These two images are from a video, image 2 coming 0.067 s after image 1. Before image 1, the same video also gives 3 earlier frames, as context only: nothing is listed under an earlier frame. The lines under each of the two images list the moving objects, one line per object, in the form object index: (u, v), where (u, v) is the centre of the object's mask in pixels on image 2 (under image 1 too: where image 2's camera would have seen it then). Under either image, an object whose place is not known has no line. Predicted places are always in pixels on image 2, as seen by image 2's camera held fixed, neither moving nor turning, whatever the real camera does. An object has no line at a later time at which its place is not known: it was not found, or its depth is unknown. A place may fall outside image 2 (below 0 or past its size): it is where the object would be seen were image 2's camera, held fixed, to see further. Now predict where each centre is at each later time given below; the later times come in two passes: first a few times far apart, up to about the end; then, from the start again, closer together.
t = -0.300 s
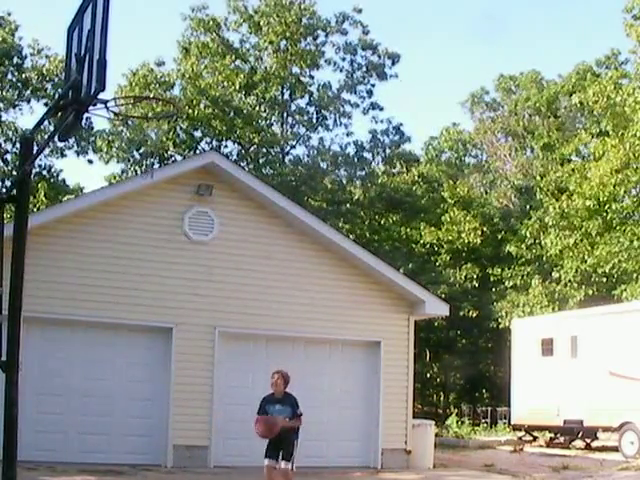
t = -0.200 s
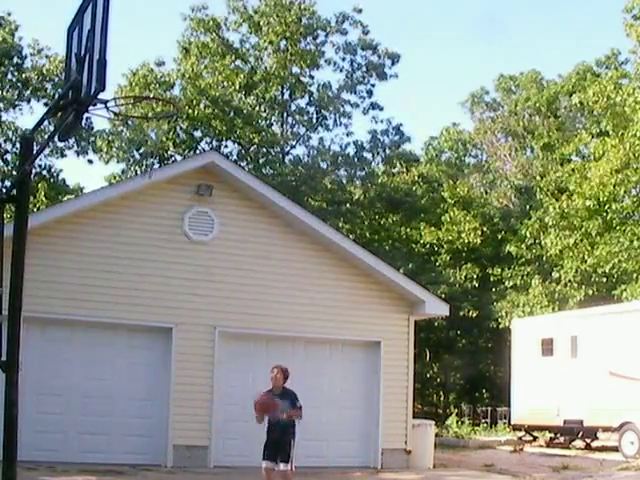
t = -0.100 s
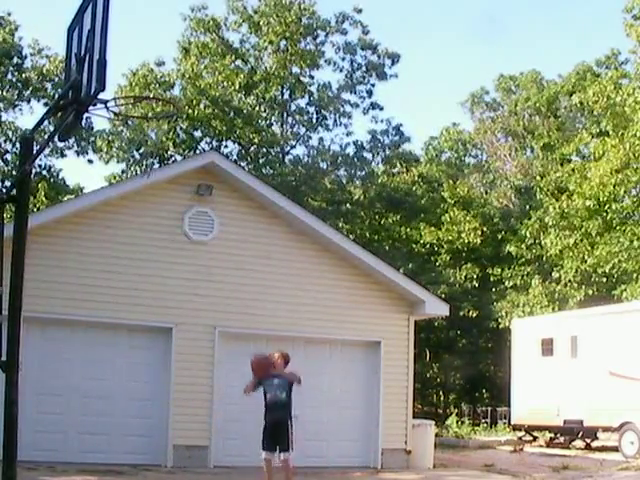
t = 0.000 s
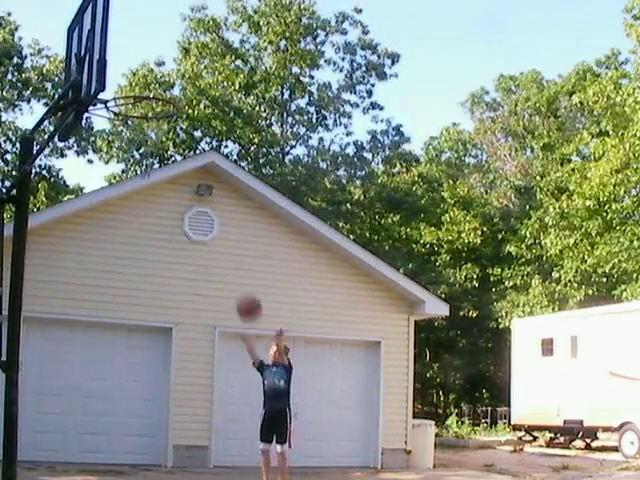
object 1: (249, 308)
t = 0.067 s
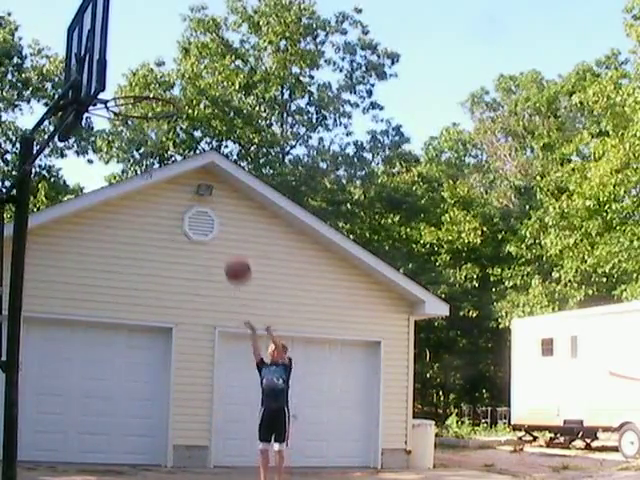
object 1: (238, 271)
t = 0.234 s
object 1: (205, 189)
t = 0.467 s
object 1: (153, 113)
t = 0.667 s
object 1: (101, 96)
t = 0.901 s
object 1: (150, 75)
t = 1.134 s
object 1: (191, 108)
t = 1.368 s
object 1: (232, 212)
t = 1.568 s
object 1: (263, 361)
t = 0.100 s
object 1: (232, 253)
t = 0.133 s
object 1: (225, 236)
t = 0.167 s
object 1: (220, 220)
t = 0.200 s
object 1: (214, 205)
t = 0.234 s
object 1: (205, 189)
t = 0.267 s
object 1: (200, 179)
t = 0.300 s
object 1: (194, 165)
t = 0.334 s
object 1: (185, 152)
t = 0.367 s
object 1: (178, 141)
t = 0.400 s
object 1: (171, 131)
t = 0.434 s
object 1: (164, 123)
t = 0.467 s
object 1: (153, 113)
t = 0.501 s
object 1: (145, 109)
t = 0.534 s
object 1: (135, 103)
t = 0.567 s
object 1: (125, 98)
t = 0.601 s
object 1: (115, 95)
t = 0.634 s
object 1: (108, 93)
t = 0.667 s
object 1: (101, 96)
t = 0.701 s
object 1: (106, 97)
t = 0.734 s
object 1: (114, 96)
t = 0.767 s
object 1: (121, 88)
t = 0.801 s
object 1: (128, 83)
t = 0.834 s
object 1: (135, 79)
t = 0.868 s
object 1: (142, 76)
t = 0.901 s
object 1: (150, 75)
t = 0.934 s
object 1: (155, 75)
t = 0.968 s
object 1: (160, 78)
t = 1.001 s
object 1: (167, 81)
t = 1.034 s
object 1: (174, 86)
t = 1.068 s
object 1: (180, 92)
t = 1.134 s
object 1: (191, 108)
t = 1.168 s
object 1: (200, 119)
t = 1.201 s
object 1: (205, 129)
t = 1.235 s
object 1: (210, 143)
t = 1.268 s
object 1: (216, 159)
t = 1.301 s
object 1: (221, 175)
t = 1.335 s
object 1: (225, 193)
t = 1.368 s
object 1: (232, 212)
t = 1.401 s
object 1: (237, 232)
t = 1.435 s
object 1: (242, 255)
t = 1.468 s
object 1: (247, 279)
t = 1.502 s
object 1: (253, 304)
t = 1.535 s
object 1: (257, 332)
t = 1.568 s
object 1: (263, 361)
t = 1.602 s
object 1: (269, 389)
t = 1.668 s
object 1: (276, 455)
